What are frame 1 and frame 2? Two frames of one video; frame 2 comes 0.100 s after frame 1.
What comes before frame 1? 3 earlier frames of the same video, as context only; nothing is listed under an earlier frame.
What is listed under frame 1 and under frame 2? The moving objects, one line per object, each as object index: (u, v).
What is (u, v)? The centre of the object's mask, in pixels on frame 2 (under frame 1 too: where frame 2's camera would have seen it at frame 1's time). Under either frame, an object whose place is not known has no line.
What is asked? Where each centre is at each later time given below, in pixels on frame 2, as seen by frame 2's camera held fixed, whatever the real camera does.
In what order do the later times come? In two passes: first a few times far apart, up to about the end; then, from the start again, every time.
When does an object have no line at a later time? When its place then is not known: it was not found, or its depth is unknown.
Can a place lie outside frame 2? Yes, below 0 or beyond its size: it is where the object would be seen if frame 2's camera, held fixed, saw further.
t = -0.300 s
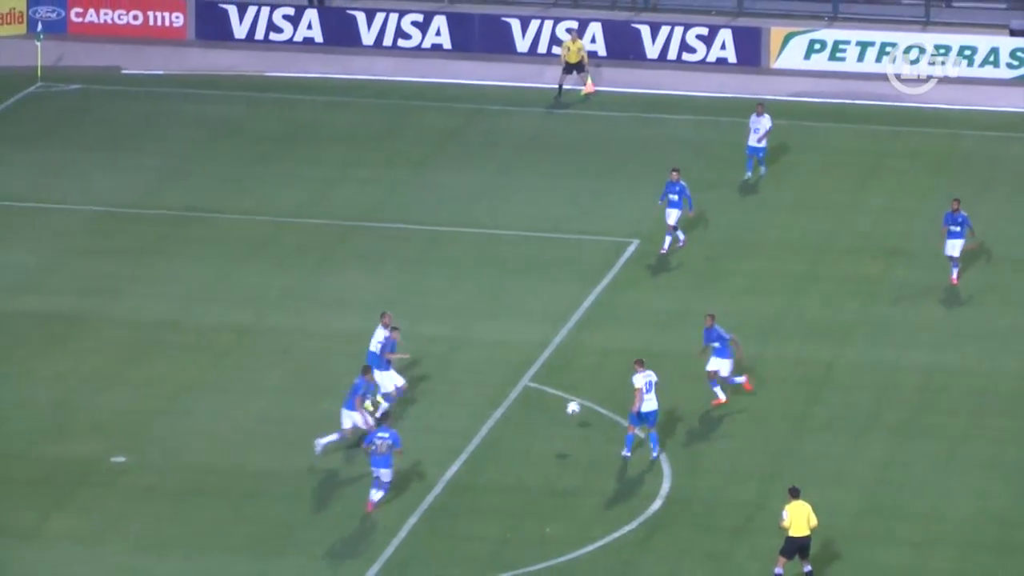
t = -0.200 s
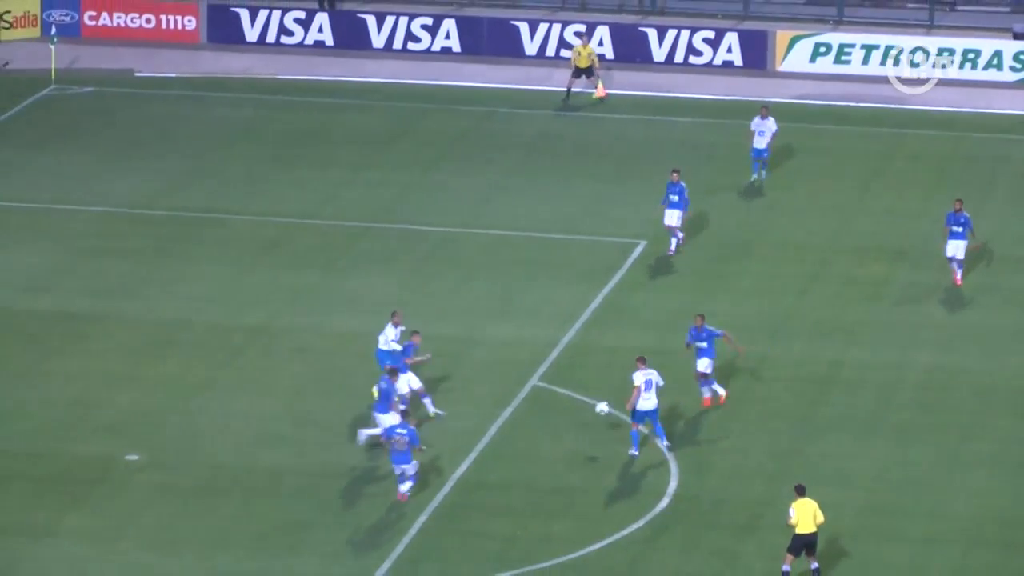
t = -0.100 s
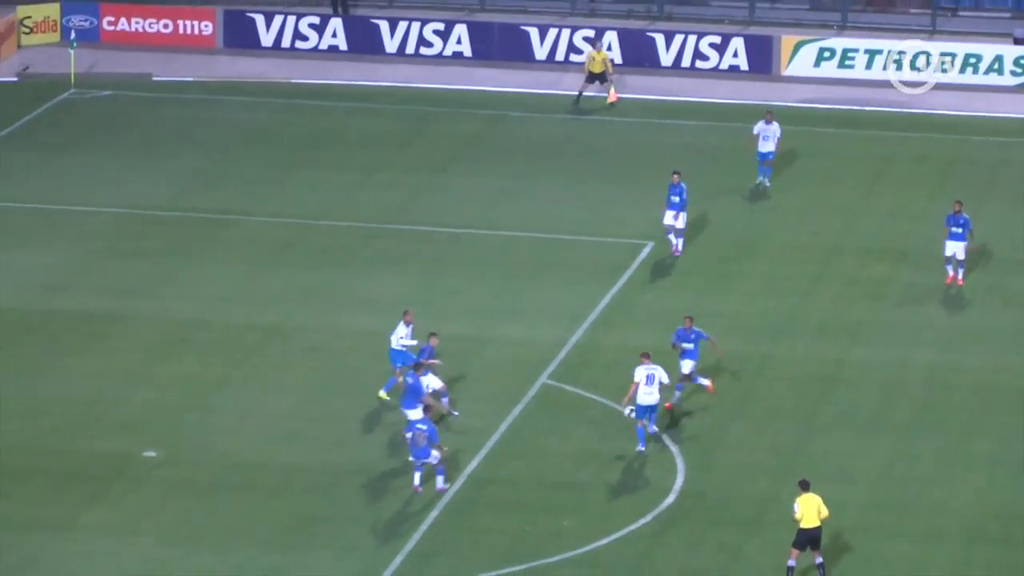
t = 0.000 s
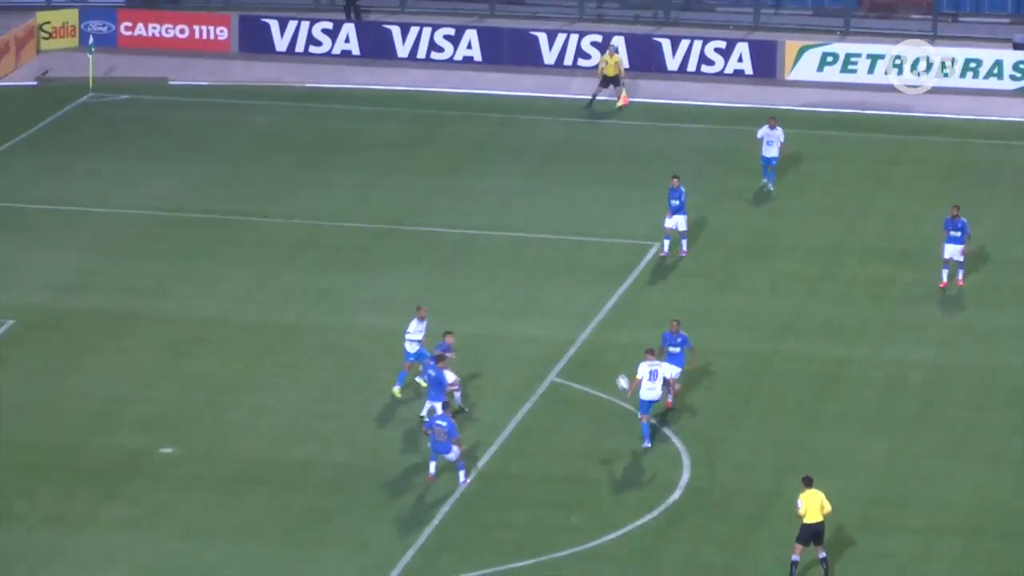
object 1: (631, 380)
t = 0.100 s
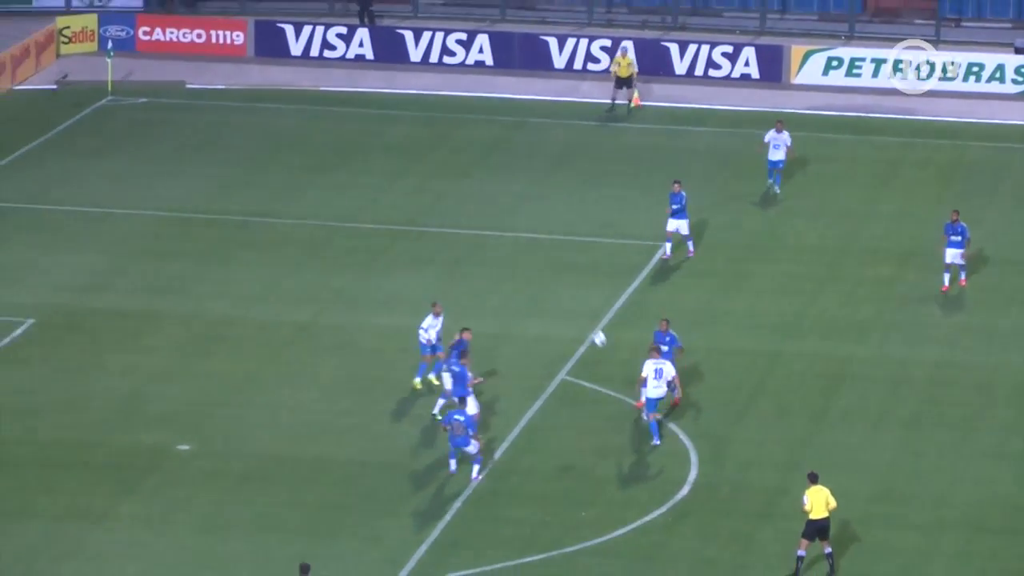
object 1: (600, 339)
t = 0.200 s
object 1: (567, 301)
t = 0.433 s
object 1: (494, 237)
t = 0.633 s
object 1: (434, 205)
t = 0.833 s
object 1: (377, 195)
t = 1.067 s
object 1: (310, 205)
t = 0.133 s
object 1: (588, 325)
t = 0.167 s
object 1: (578, 313)
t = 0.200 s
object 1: (567, 301)
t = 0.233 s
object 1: (556, 291)
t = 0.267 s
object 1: (546, 280)
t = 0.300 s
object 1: (535, 270)
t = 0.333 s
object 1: (525, 261)
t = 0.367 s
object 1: (515, 252)
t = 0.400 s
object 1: (504, 244)
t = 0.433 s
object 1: (494, 237)
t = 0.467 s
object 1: (484, 230)
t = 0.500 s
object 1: (474, 224)
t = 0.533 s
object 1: (464, 218)
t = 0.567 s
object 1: (454, 213)
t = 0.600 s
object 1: (444, 209)
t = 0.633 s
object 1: (434, 205)
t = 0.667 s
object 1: (424, 202)
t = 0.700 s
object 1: (415, 199)
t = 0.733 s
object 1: (405, 198)
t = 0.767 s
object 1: (395, 196)
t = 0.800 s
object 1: (386, 195)
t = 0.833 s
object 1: (377, 195)
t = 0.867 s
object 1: (367, 195)
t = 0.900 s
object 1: (357, 195)
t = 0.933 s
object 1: (348, 196)
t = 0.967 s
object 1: (339, 197)
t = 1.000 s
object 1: (329, 199)
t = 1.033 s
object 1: (320, 202)
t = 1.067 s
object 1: (310, 205)
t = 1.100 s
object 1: (301, 208)
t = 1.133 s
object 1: (292, 212)
